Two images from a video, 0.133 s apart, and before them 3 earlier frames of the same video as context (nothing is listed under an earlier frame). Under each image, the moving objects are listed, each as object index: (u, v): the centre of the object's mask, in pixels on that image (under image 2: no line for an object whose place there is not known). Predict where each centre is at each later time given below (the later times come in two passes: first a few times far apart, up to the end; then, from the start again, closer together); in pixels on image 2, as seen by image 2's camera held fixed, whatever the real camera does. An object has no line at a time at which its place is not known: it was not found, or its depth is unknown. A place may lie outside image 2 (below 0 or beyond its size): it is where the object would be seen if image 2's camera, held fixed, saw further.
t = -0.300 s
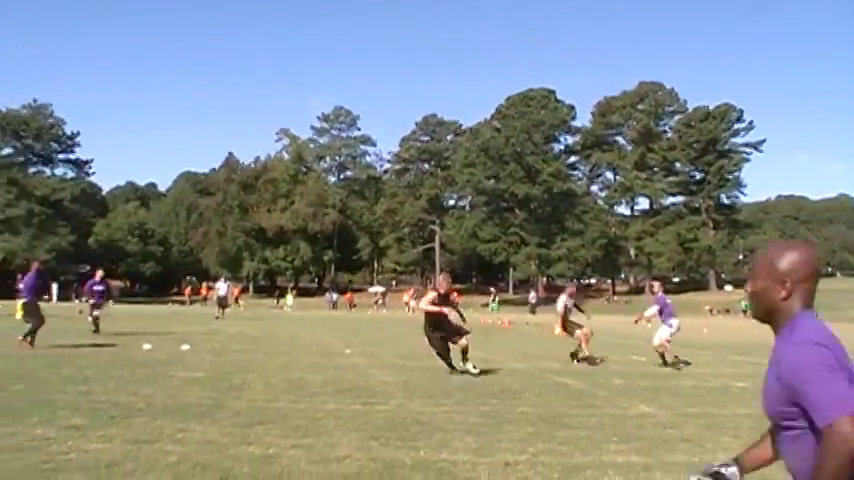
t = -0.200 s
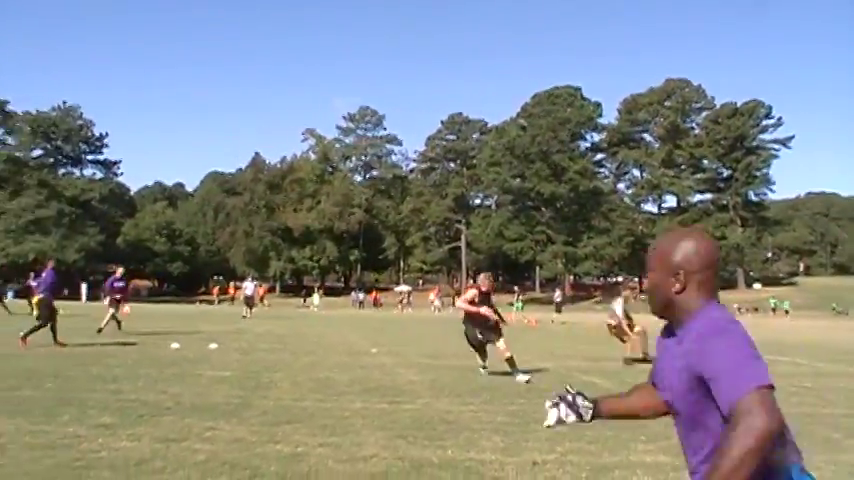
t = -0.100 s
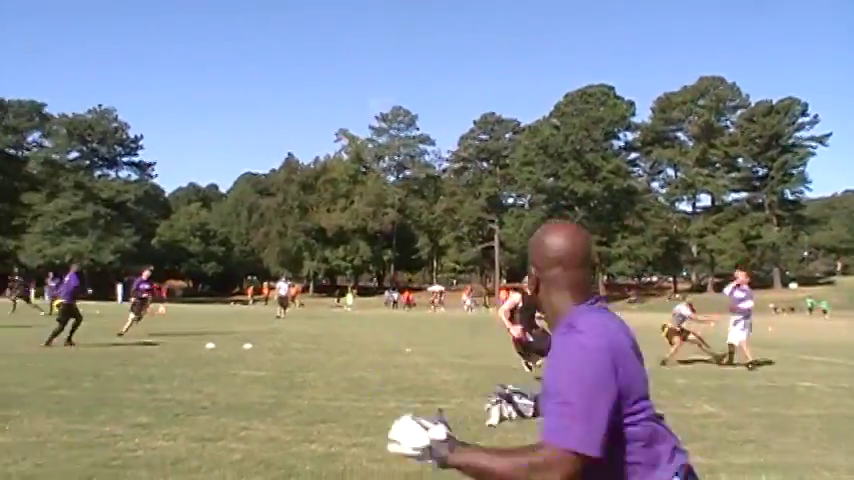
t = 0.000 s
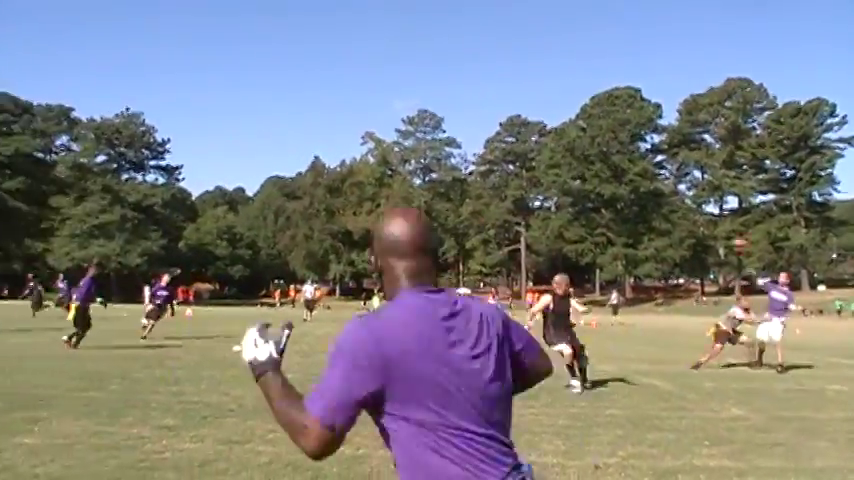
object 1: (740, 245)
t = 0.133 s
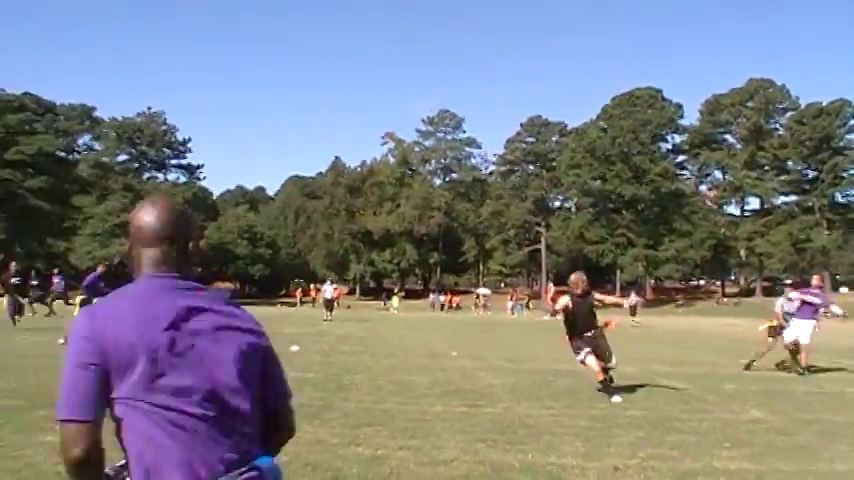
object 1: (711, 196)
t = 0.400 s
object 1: (569, 108)
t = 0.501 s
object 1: (493, 79)
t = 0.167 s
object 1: (695, 183)
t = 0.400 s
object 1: (569, 108)
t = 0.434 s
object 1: (546, 98)
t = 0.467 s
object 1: (520, 88)
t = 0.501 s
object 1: (493, 79)
